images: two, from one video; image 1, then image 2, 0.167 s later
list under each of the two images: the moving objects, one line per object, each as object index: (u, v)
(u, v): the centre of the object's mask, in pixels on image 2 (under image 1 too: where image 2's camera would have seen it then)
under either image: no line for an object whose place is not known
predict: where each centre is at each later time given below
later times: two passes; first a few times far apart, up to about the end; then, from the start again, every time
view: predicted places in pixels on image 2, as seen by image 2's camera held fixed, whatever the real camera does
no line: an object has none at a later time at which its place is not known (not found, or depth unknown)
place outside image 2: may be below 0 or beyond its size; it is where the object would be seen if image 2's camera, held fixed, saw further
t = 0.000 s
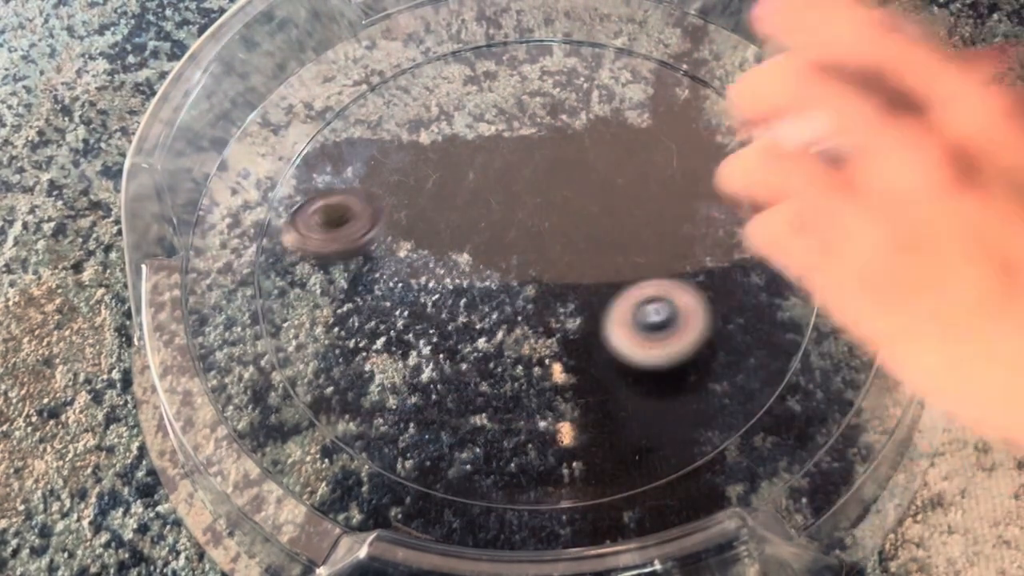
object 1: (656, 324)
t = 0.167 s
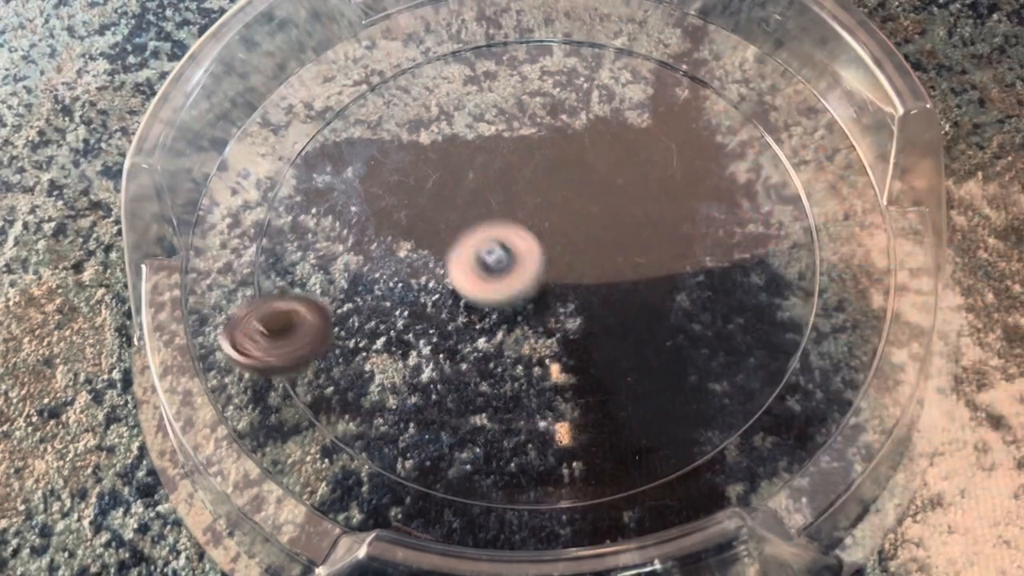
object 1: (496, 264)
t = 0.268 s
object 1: (454, 174)
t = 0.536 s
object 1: (577, 36)
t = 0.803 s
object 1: (798, 218)
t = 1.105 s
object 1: (403, 416)
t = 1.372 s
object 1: (565, 455)
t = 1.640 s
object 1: (723, 310)
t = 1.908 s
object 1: (531, 204)
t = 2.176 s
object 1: (572, 97)
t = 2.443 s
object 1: (766, 194)
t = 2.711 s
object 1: (479, 408)
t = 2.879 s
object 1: (266, 256)
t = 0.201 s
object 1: (476, 235)
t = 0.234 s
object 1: (461, 204)
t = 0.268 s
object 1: (454, 174)
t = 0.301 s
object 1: (454, 141)
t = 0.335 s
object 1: (458, 113)
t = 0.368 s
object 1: (469, 85)
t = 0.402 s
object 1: (483, 61)
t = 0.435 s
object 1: (503, 42)
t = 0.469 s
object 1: (524, 31)
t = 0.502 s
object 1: (548, 29)
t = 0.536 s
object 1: (577, 36)
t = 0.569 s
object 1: (603, 47)
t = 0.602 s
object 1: (633, 62)
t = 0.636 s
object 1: (663, 82)
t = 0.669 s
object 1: (693, 101)
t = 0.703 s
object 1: (723, 123)
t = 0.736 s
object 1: (753, 147)
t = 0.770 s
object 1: (781, 178)
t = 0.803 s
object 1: (798, 218)
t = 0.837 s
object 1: (802, 262)
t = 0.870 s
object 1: (790, 307)
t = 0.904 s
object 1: (763, 352)
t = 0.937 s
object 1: (722, 389)
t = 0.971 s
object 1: (667, 420)
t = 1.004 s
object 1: (606, 438)
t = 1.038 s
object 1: (537, 444)
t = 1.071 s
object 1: (468, 437)
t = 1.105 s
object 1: (403, 416)
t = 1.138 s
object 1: (349, 378)
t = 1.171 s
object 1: (317, 327)
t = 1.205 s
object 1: (312, 315)
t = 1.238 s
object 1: (341, 368)
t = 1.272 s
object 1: (390, 409)
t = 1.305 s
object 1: (449, 437)
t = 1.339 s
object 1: (507, 451)
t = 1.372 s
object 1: (565, 455)
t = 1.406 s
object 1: (618, 451)
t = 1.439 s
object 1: (664, 440)
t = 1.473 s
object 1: (700, 422)
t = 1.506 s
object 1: (726, 399)
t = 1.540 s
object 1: (741, 376)
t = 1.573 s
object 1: (745, 353)
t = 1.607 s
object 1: (738, 330)
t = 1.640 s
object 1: (723, 310)
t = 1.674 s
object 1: (702, 292)
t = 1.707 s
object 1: (675, 279)
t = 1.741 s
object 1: (645, 267)
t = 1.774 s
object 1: (615, 258)
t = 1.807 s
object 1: (588, 246)
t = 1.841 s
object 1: (565, 233)
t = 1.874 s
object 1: (546, 219)
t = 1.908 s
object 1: (531, 204)
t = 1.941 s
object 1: (521, 187)
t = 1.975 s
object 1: (516, 171)
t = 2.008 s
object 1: (516, 157)
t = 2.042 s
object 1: (519, 141)
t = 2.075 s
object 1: (527, 127)
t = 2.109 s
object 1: (539, 114)
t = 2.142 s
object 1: (553, 105)
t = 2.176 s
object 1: (572, 97)
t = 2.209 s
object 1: (593, 91)
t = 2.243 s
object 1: (619, 90)
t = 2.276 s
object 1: (646, 92)
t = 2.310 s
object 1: (674, 99)
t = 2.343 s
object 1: (704, 112)
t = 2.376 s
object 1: (730, 131)
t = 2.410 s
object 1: (753, 159)
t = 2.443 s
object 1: (766, 194)
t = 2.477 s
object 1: (767, 234)
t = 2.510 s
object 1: (757, 275)
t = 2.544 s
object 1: (732, 315)
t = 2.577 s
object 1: (698, 351)
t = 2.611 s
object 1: (650, 380)
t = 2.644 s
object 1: (598, 400)
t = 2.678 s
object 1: (538, 410)
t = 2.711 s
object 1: (479, 408)
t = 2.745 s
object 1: (418, 394)
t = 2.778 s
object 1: (366, 372)
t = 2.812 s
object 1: (320, 341)
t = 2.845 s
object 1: (288, 300)
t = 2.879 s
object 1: (266, 256)
